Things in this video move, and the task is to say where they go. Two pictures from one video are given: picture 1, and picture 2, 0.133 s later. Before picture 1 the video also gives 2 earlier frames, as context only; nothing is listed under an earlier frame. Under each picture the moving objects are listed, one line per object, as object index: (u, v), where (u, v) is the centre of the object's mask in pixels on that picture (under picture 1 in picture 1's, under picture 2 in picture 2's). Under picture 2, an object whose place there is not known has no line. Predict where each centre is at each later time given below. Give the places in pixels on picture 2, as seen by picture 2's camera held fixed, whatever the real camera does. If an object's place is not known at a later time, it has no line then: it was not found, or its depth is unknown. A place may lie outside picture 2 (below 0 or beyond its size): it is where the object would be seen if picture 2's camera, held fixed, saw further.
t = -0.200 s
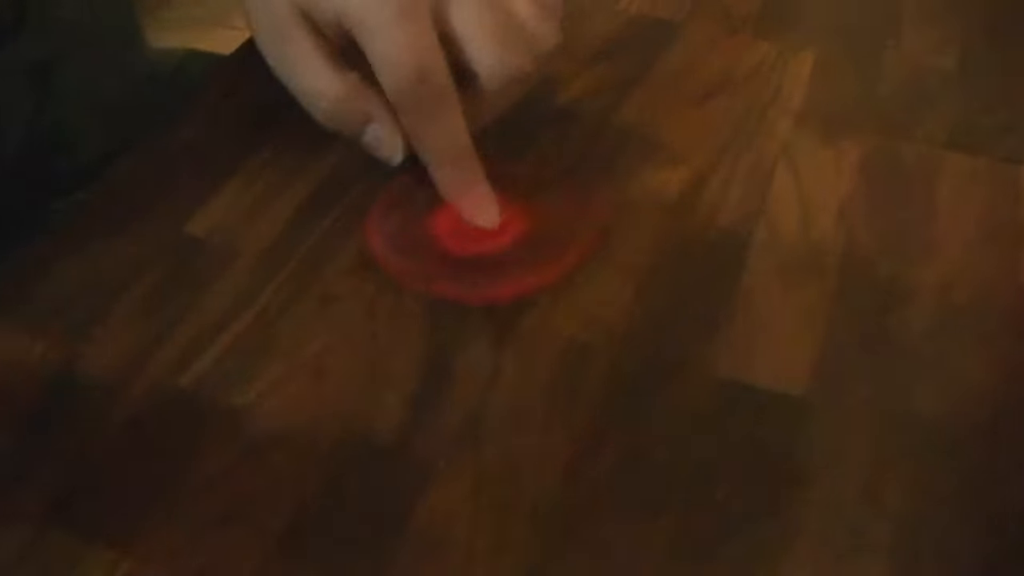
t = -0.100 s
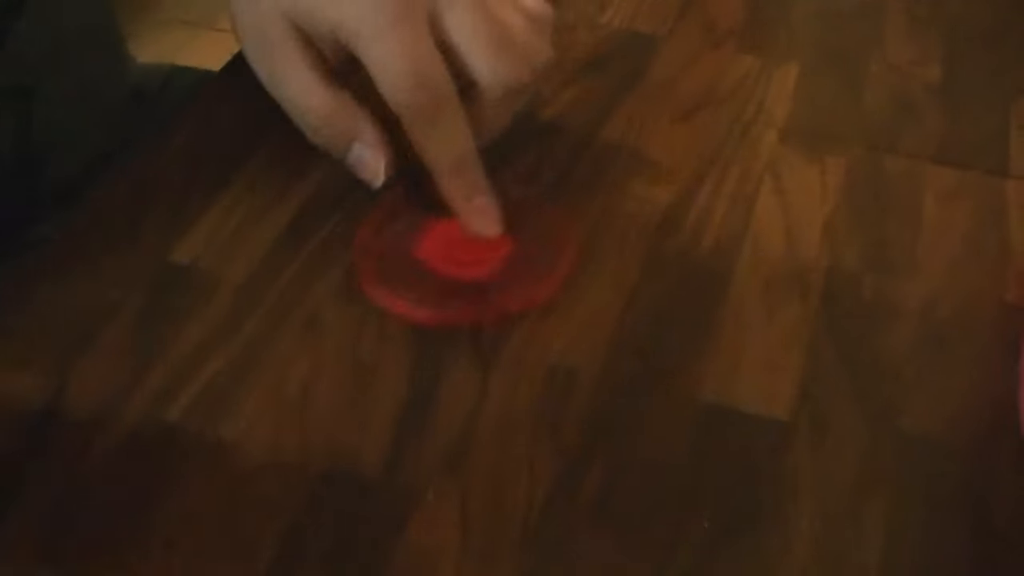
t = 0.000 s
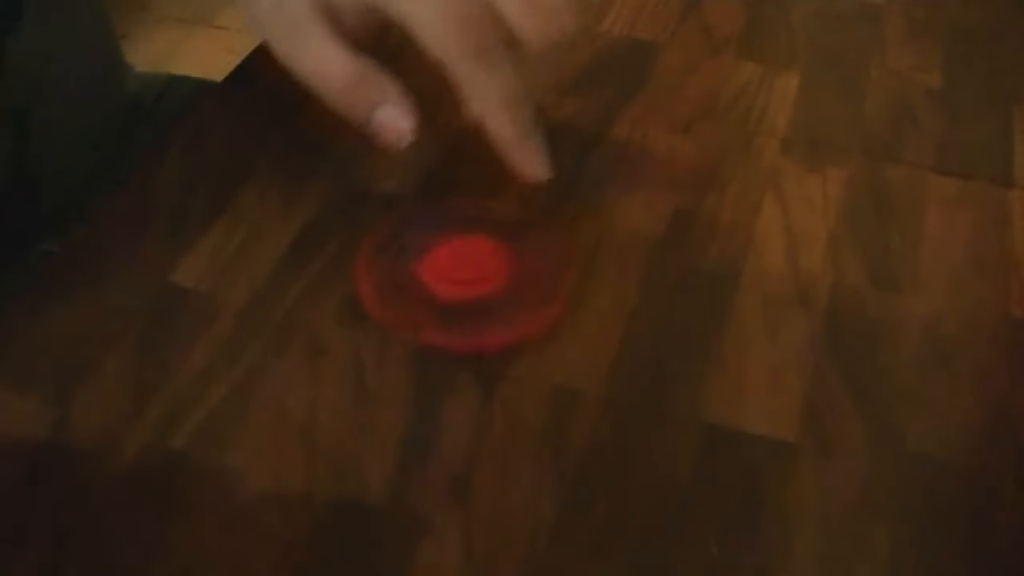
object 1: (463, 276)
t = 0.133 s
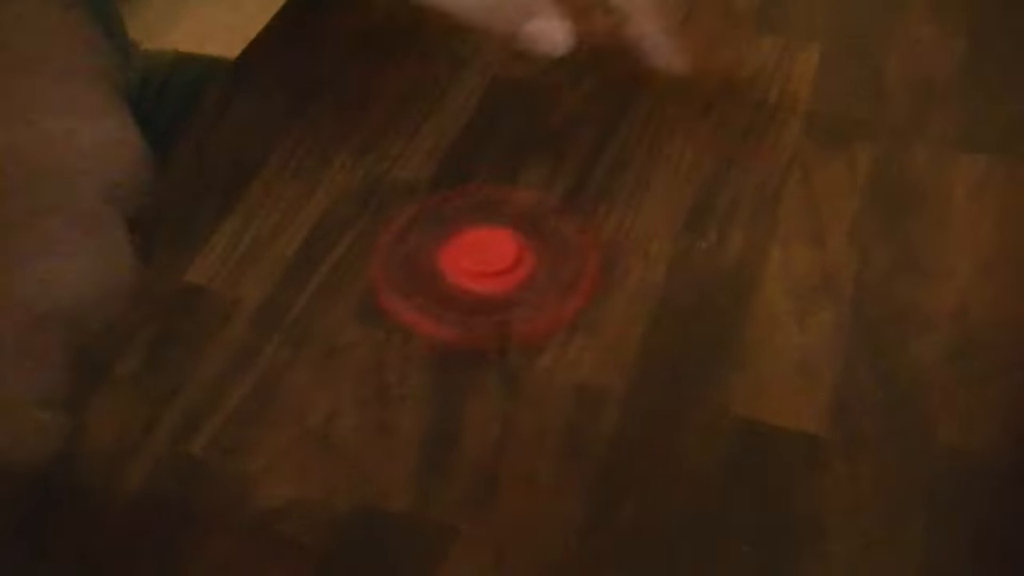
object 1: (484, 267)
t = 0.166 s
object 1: (484, 266)
